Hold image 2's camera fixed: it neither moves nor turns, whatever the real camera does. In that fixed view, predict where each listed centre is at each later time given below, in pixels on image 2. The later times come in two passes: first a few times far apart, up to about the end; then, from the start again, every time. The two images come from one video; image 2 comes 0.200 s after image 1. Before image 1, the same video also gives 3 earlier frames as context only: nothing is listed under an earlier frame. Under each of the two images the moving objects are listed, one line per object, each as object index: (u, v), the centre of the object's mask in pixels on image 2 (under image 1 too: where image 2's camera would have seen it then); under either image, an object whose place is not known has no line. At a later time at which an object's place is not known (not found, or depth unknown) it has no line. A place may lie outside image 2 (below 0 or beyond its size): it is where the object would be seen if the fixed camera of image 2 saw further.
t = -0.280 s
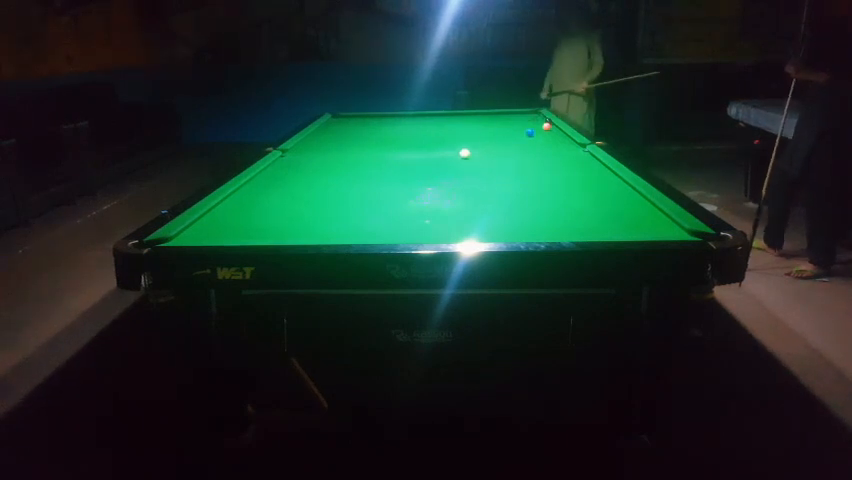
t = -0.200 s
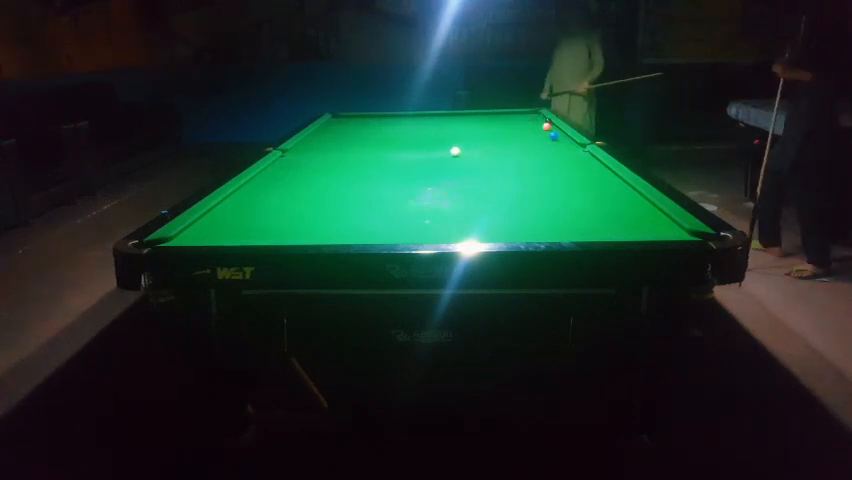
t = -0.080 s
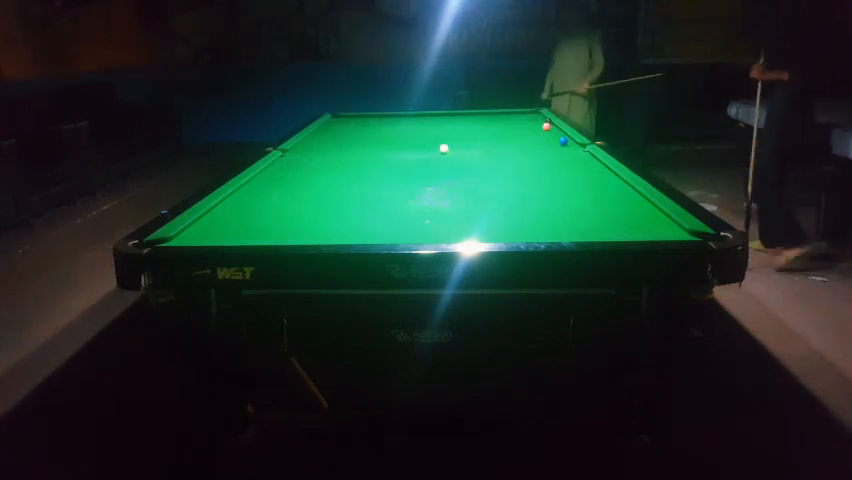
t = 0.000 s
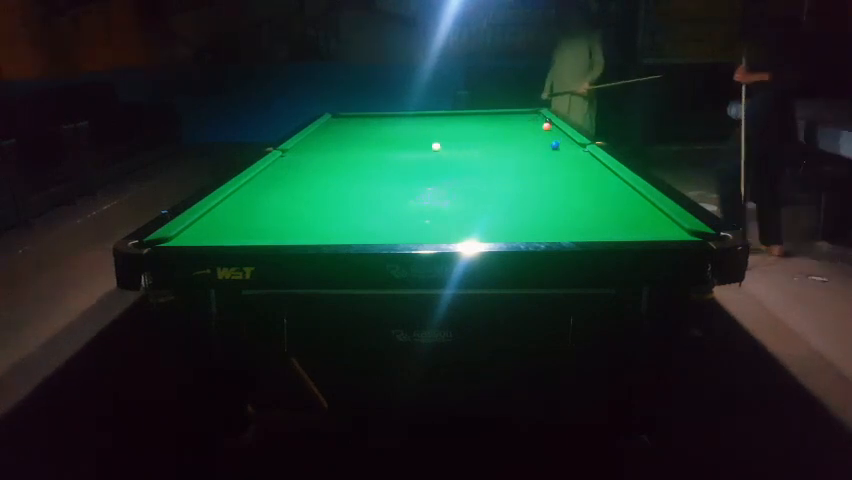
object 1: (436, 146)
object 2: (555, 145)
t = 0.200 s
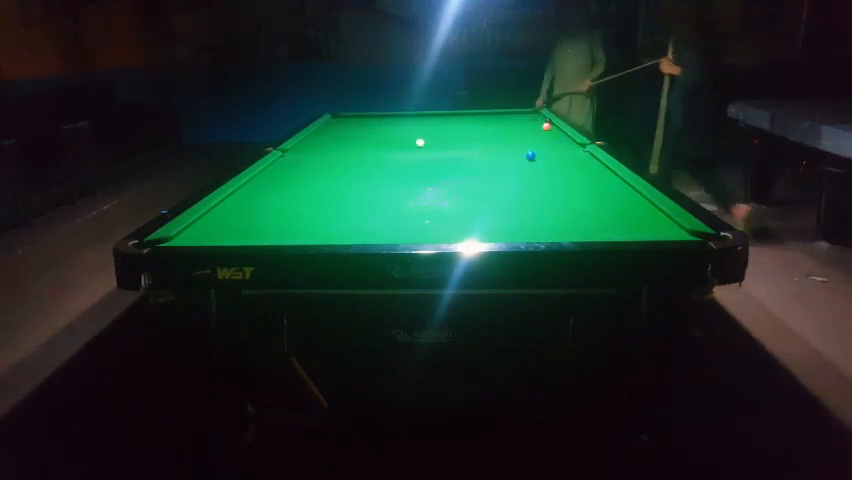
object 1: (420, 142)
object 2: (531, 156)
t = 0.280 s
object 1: (415, 141)
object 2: (523, 159)
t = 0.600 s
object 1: (398, 137)
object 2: (481, 176)
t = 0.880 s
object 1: (389, 135)
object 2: (441, 193)
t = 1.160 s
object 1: (384, 134)
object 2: (400, 209)
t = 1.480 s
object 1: (383, 134)
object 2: (355, 227)
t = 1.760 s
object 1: (383, 134)
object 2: (320, 236)
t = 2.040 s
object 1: (383, 134)
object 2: (307, 234)
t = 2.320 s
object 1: (383, 134)
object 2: (304, 232)
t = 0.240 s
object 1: (418, 142)
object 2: (527, 157)
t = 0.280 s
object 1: (415, 141)
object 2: (523, 159)
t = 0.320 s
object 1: (412, 141)
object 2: (517, 161)
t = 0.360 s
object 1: (410, 140)
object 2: (512, 164)
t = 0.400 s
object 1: (407, 140)
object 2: (507, 166)
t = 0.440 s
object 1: (405, 139)
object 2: (501, 168)
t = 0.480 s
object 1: (403, 139)
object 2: (496, 170)
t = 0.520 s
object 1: (401, 138)
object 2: (490, 173)
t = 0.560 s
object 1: (400, 138)
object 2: (487, 174)
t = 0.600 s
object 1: (398, 137)
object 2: (481, 176)
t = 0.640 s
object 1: (397, 137)
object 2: (475, 179)
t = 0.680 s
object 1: (395, 137)
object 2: (470, 181)
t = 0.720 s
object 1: (393, 136)
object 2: (464, 184)
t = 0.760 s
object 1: (392, 136)
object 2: (458, 186)
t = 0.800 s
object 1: (391, 136)
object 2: (452, 188)
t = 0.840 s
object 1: (390, 135)
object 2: (446, 191)
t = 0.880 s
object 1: (389, 135)
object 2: (441, 193)
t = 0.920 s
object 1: (388, 135)
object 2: (436, 194)
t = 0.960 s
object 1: (387, 135)
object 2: (430, 197)
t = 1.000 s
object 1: (386, 135)
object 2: (424, 199)
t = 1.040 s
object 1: (385, 135)
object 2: (418, 202)
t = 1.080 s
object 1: (385, 135)
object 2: (412, 204)
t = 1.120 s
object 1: (384, 134)
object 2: (406, 207)
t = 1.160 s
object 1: (384, 134)
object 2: (400, 209)
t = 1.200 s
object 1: (383, 134)
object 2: (394, 212)
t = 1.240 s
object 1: (383, 134)
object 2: (390, 213)
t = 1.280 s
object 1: (383, 134)
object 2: (384, 215)
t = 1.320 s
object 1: (383, 134)
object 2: (378, 218)
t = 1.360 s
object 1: (383, 134)
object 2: (372, 220)
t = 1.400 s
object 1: (383, 134)
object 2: (366, 222)
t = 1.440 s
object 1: (383, 134)
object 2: (360, 225)
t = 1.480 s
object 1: (383, 134)
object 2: (355, 227)
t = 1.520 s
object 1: (383, 134)
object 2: (349, 229)
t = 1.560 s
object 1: (383, 134)
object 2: (345, 230)
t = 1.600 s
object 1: (383, 134)
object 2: (340, 231)
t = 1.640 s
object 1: (383, 134)
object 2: (335, 233)
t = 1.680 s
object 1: (383, 134)
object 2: (330, 234)
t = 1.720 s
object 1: (383, 134)
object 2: (325, 235)
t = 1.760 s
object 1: (383, 134)
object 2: (320, 236)
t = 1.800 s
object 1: (383, 134)
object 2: (316, 236)
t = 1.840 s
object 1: (383, 134)
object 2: (314, 236)
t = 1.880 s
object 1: (383, 134)
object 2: (312, 235)
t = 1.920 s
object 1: (383, 134)
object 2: (311, 235)
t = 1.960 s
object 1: (383, 134)
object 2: (310, 234)
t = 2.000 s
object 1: (383, 134)
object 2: (309, 234)
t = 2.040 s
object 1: (383, 134)
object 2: (307, 234)
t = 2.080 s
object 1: (383, 134)
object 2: (307, 233)
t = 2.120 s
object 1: (383, 134)
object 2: (306, 233)
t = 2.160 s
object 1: (383, 134)
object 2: (305, 233)
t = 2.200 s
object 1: (383, 134)
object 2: (305, 233)
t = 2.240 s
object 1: (383, 134)
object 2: (305, 233)
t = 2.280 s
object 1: (383, 134)
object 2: (304, 232)
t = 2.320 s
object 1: (383, 134)
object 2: (304, 232)
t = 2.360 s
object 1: (383, 134)
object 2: (304, 232)
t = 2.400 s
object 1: (383, 134)
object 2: (304, 232)
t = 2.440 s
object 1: (383, 134)
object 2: (304, 232)
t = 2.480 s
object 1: (383, 134)
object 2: (304, 232)
